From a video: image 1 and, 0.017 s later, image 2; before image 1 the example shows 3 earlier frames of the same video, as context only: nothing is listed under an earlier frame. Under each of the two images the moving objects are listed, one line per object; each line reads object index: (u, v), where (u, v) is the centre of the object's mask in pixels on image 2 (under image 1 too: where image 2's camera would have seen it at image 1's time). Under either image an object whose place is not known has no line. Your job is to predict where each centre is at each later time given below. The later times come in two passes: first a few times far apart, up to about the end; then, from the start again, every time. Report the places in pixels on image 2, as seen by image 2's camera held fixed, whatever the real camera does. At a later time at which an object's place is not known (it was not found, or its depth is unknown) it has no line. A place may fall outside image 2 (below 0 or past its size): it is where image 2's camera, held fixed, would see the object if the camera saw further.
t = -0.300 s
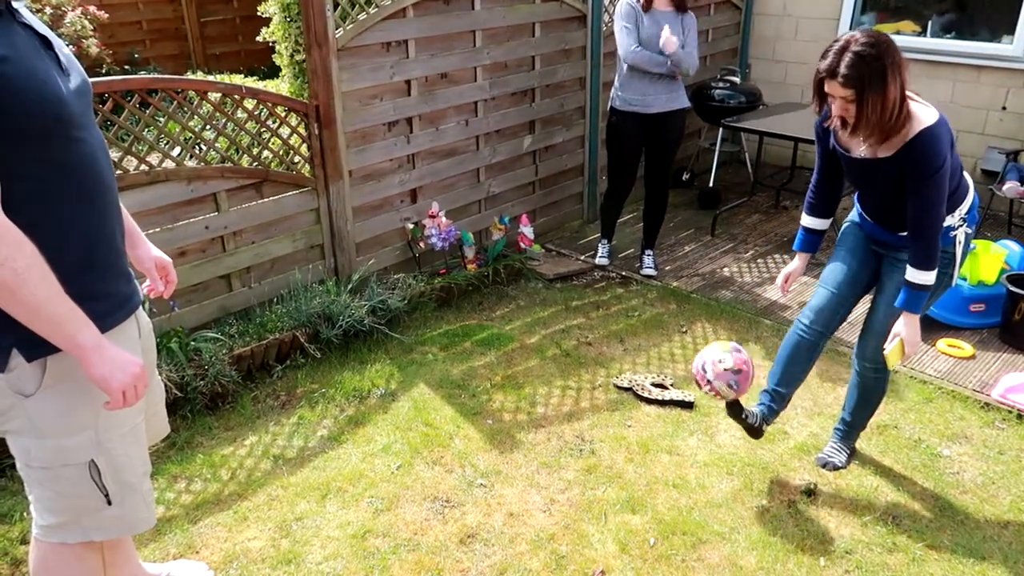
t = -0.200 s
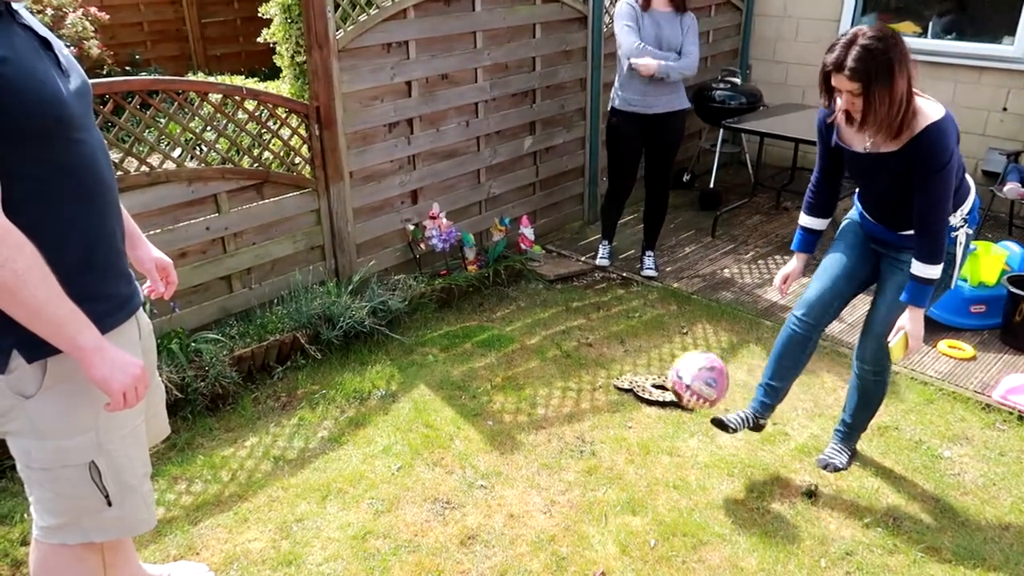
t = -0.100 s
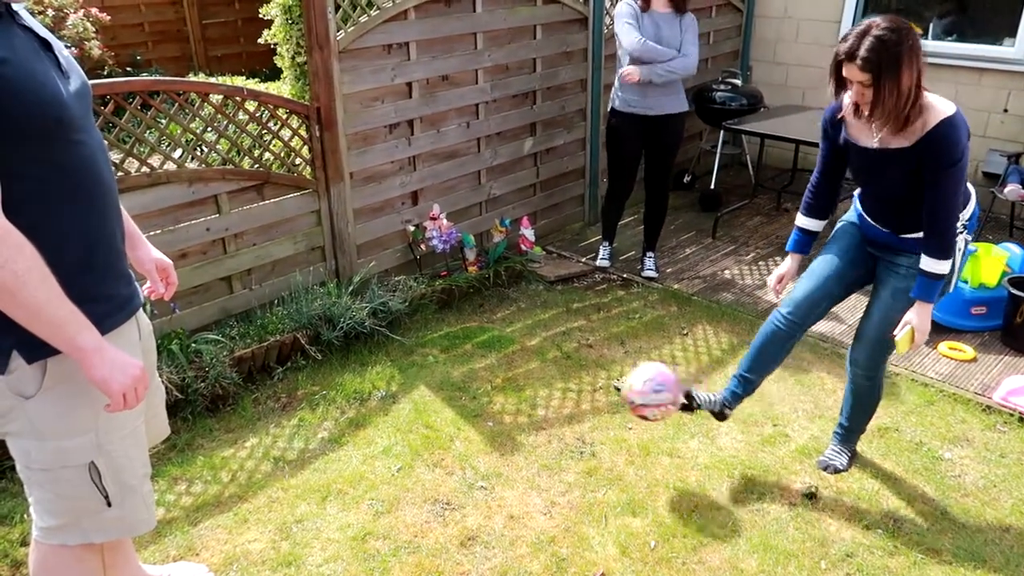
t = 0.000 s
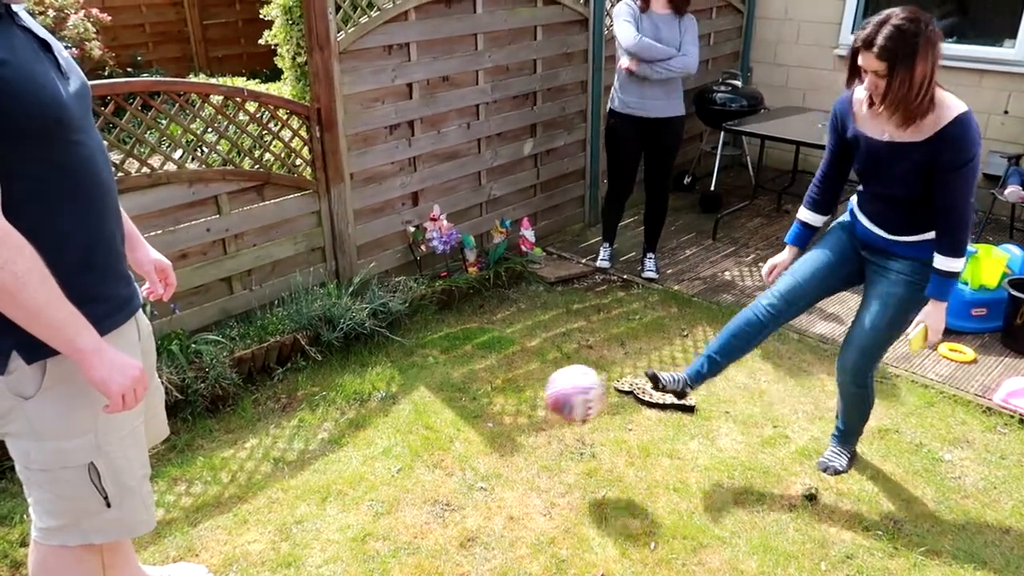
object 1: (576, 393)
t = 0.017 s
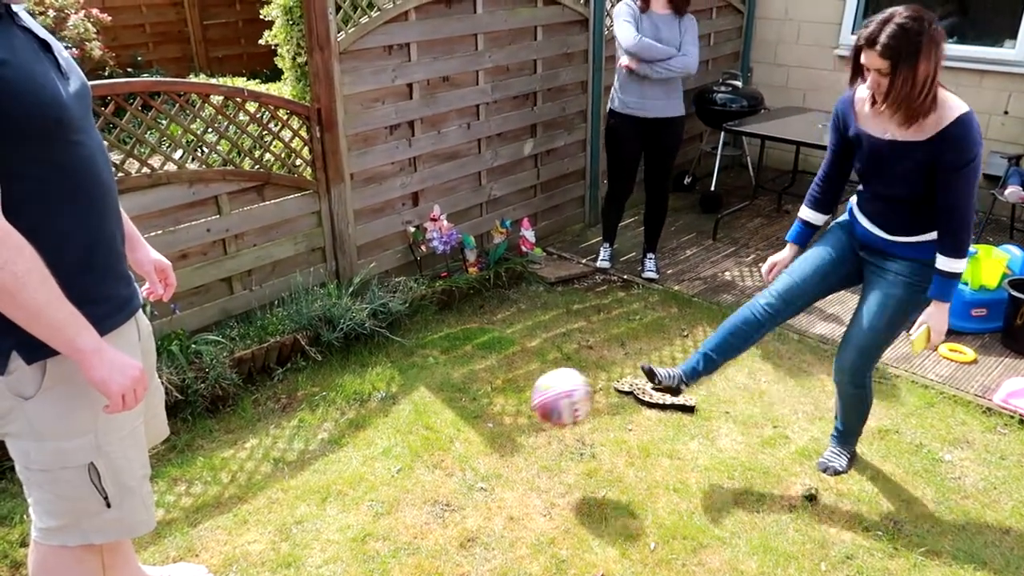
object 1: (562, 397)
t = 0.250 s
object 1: (410, 434)
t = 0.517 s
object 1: (291, 443)
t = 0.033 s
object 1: (549, 401)
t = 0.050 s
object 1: (536, 406)
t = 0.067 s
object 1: (523, 411)
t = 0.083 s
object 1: (510, 418)
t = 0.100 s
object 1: (499, 424)
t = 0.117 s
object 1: (487, 431)
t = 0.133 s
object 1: (476, 439)
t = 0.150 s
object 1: (464, 448)
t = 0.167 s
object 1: (452, 458)
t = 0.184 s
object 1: (443, 456)
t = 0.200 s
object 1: (435, 450)
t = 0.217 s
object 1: (427, 444)
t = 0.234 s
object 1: (418, 438)
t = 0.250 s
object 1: (410, 434)
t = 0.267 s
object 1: (402, 429)
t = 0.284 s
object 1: (394, 426)
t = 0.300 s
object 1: (385, 423)
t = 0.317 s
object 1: (377, 422)
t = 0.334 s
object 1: (370, 422)
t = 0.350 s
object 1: (362, 422)
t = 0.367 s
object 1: (355, 423)
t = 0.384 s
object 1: (347, 425)
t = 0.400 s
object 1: (340, 427)
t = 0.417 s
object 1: (333, 429)
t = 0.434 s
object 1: (326, 433)
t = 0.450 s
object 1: (319, 437)
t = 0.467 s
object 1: (313, 443)
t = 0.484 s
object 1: (307, 447)
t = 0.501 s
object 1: (298, 446)
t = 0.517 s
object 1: (291, 443)
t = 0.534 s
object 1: (281, 441)
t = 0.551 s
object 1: (273, 439)
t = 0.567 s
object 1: (266, 437)
